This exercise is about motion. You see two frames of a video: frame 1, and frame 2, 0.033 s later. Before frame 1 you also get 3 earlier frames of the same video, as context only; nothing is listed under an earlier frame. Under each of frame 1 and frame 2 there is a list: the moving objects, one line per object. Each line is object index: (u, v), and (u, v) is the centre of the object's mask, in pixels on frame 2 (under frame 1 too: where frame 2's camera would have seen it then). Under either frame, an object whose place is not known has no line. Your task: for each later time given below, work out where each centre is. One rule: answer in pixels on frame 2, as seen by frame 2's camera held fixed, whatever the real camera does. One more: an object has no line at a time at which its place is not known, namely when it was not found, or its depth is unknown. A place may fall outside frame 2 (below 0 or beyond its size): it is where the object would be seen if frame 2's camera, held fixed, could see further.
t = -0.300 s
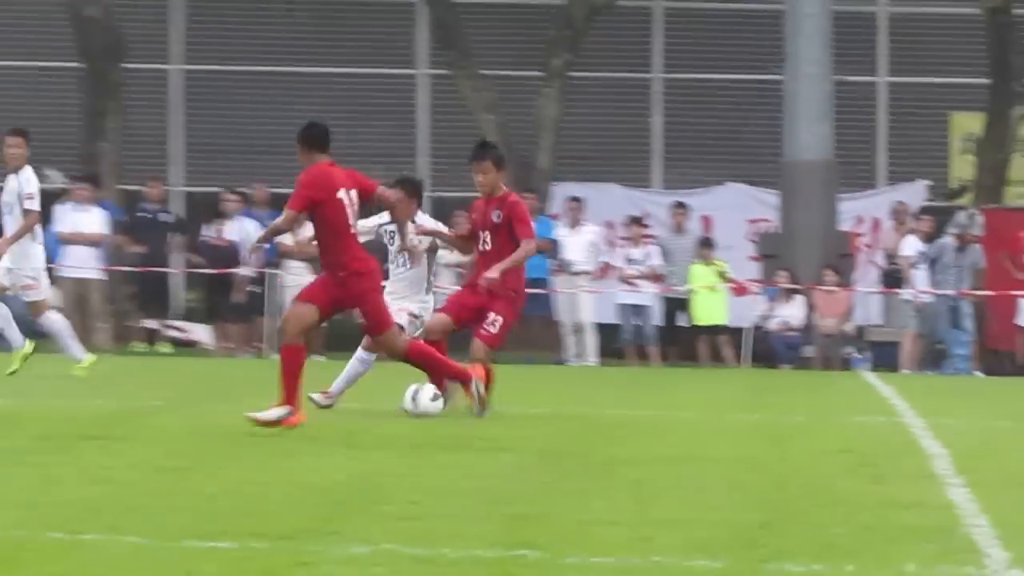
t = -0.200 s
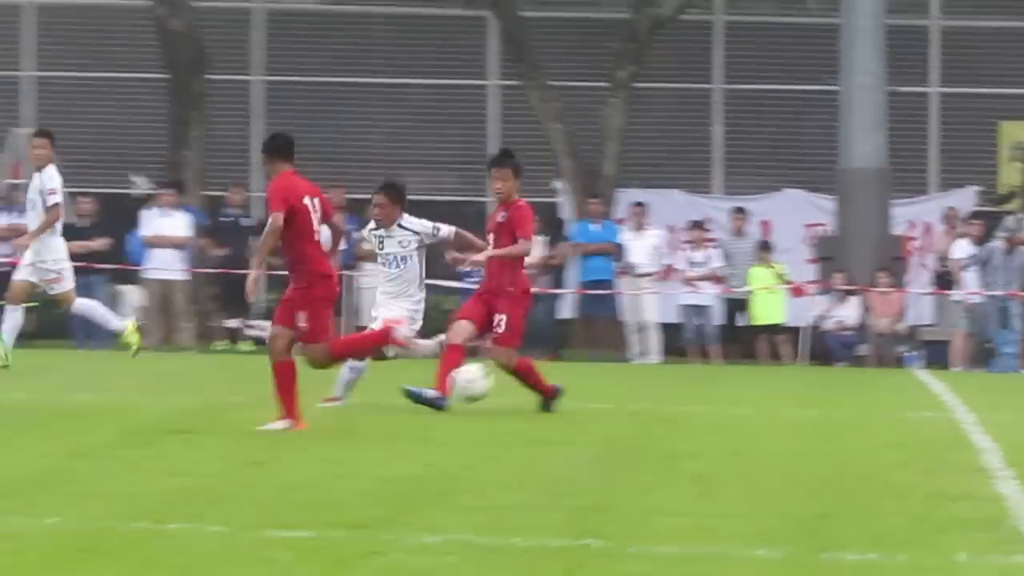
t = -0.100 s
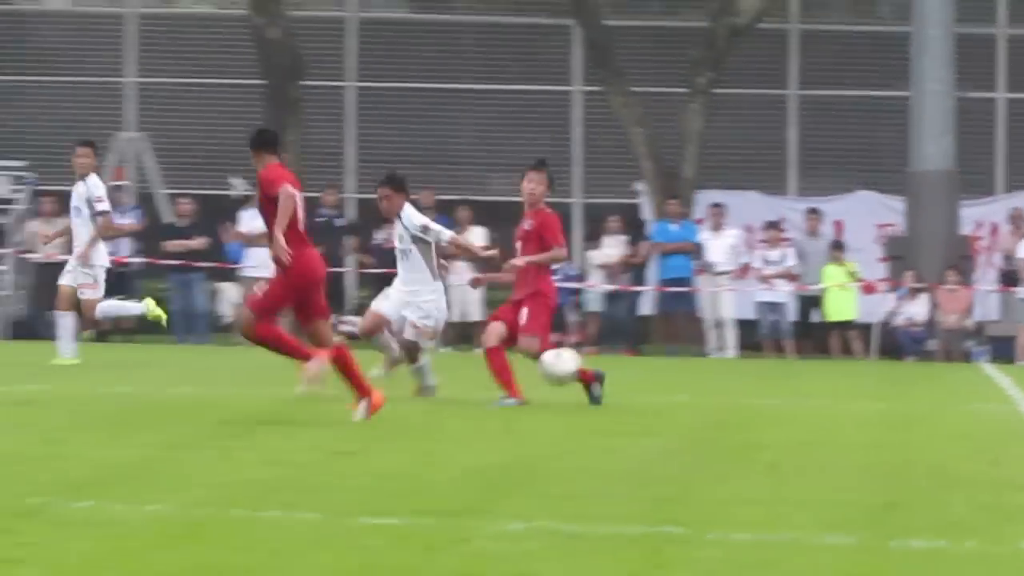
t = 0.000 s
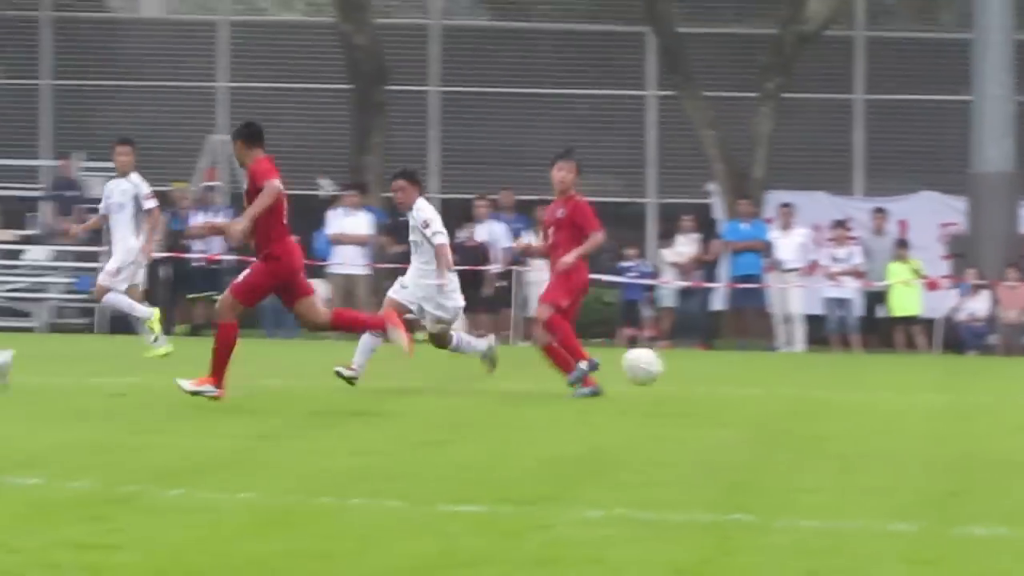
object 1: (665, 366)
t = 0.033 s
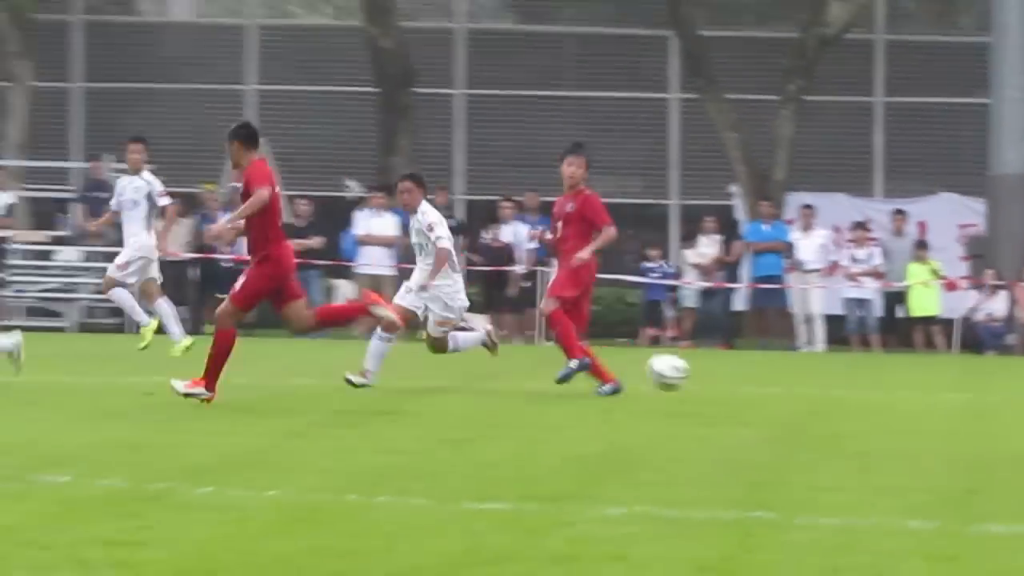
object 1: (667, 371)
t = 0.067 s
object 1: (672, 379)
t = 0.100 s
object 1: (675, 390)
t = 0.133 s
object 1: (679, 402)
